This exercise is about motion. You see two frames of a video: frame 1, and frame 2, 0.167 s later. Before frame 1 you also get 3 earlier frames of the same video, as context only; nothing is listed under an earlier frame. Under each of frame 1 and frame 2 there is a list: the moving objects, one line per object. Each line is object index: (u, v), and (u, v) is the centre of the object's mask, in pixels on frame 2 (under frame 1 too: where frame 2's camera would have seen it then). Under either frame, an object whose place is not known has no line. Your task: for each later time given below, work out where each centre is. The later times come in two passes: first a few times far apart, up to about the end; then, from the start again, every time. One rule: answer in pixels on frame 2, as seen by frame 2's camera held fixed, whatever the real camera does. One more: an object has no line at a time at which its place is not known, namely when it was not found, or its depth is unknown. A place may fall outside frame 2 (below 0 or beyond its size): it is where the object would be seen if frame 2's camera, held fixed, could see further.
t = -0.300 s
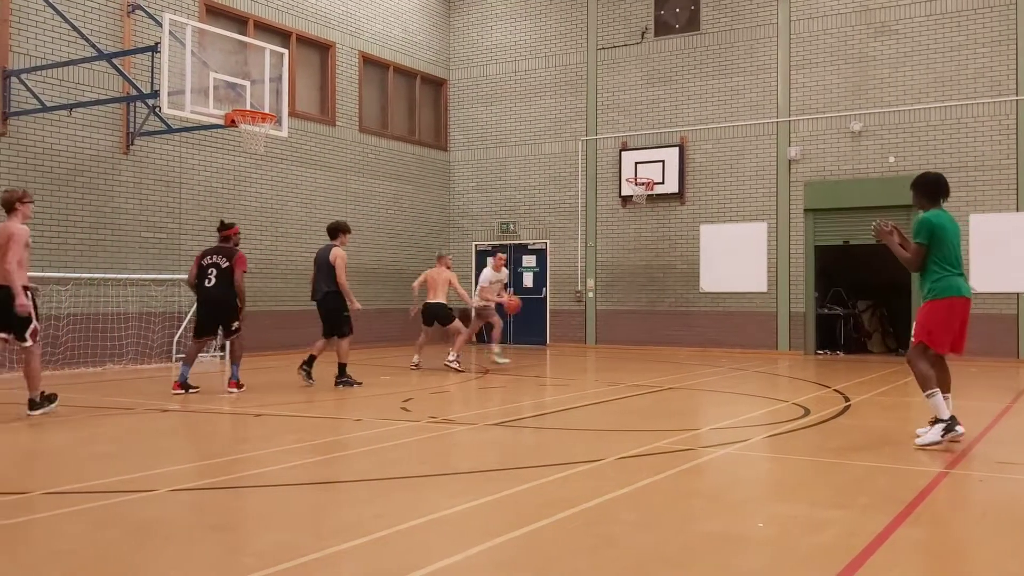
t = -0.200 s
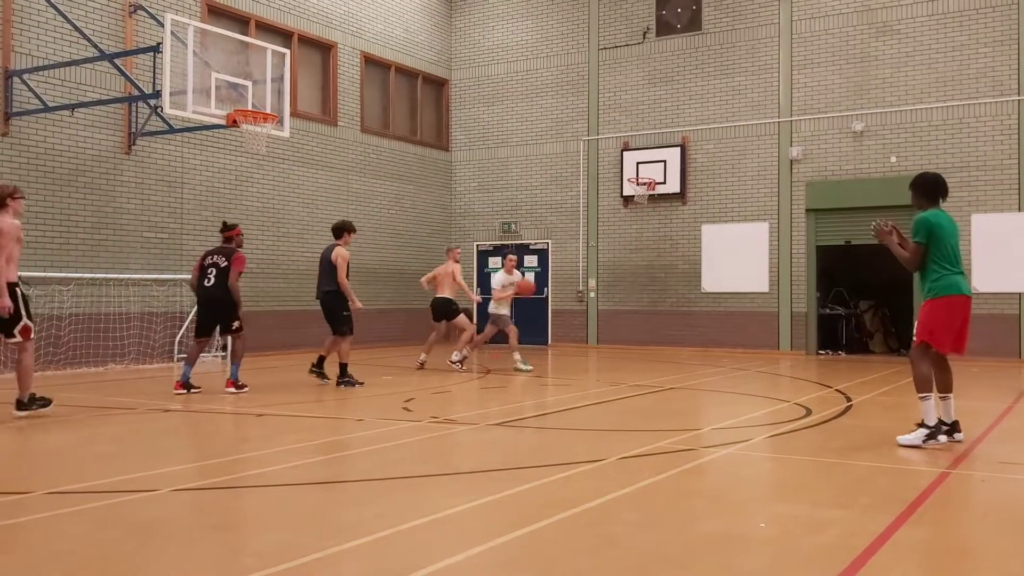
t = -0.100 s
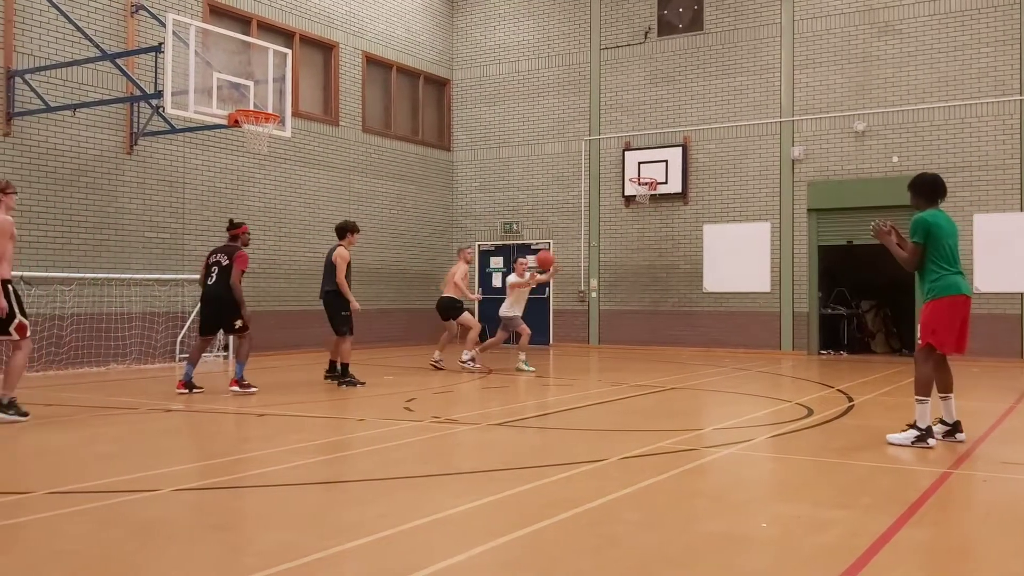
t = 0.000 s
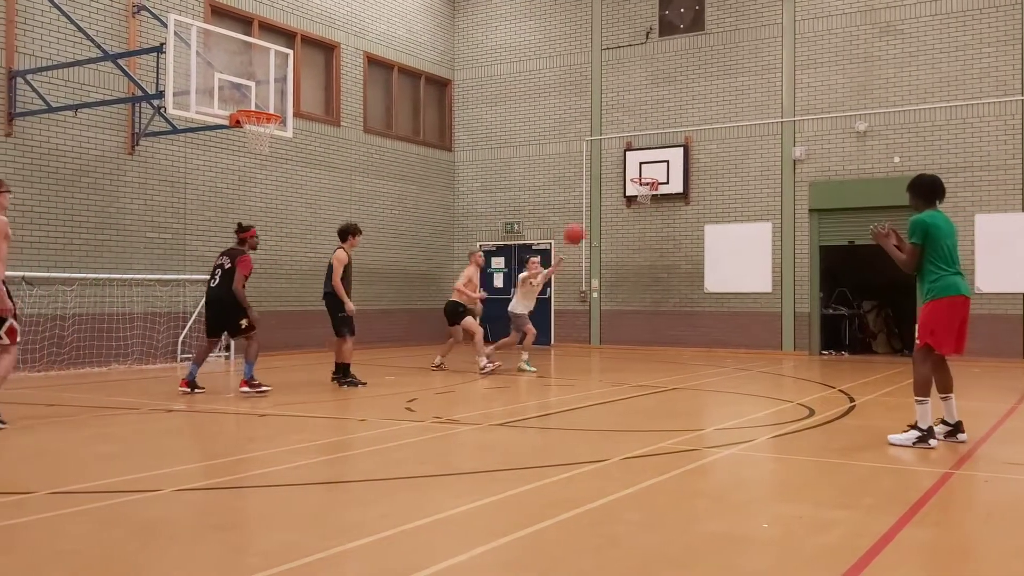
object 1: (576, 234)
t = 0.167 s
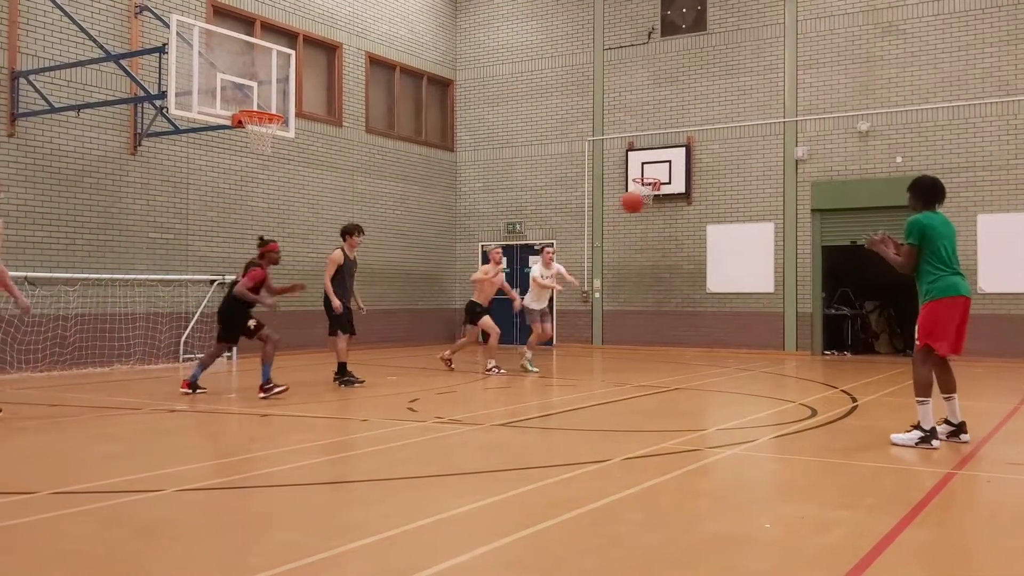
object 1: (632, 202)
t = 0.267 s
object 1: (672, 192)
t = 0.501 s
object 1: (790, 208)
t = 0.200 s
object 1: (645, 197)
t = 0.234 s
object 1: (659, 195)
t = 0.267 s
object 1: (672, 192)
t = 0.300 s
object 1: (686, 191)
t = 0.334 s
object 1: (701, 191)
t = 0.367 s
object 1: (718, 191)
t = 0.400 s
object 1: (734, 193)
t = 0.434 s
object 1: (751, 197)
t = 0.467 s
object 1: (770, 201)
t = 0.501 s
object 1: (790, 208)
